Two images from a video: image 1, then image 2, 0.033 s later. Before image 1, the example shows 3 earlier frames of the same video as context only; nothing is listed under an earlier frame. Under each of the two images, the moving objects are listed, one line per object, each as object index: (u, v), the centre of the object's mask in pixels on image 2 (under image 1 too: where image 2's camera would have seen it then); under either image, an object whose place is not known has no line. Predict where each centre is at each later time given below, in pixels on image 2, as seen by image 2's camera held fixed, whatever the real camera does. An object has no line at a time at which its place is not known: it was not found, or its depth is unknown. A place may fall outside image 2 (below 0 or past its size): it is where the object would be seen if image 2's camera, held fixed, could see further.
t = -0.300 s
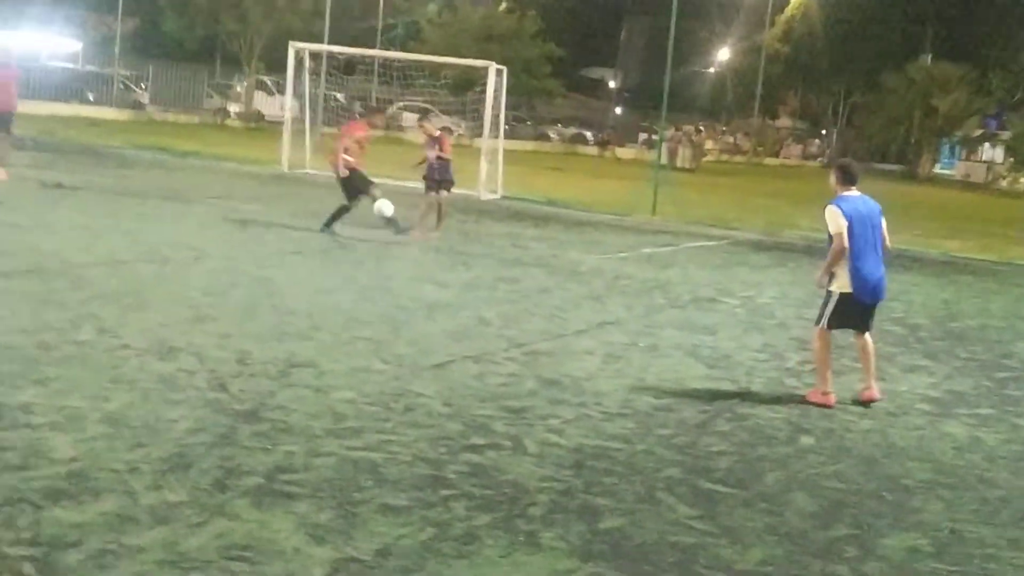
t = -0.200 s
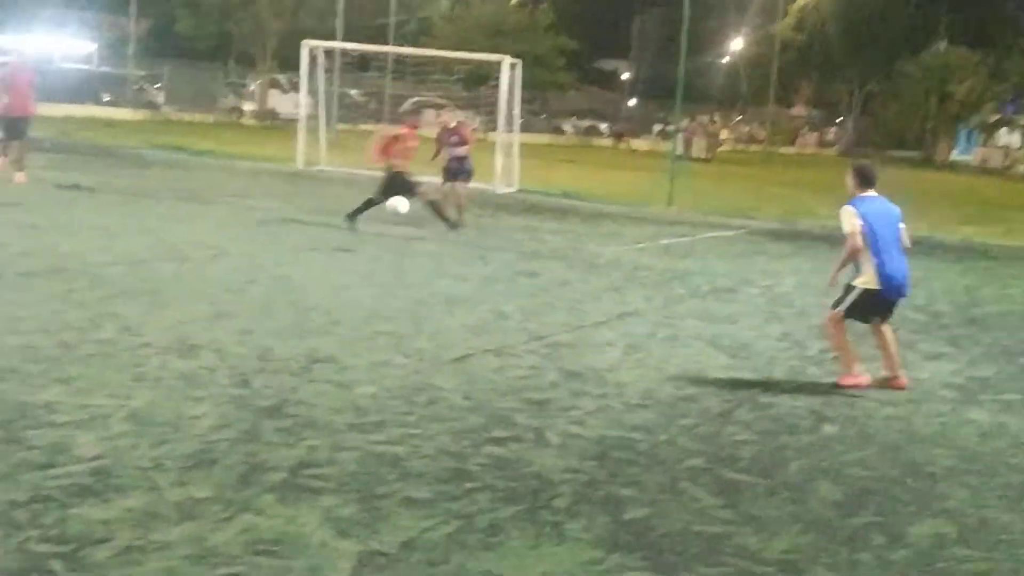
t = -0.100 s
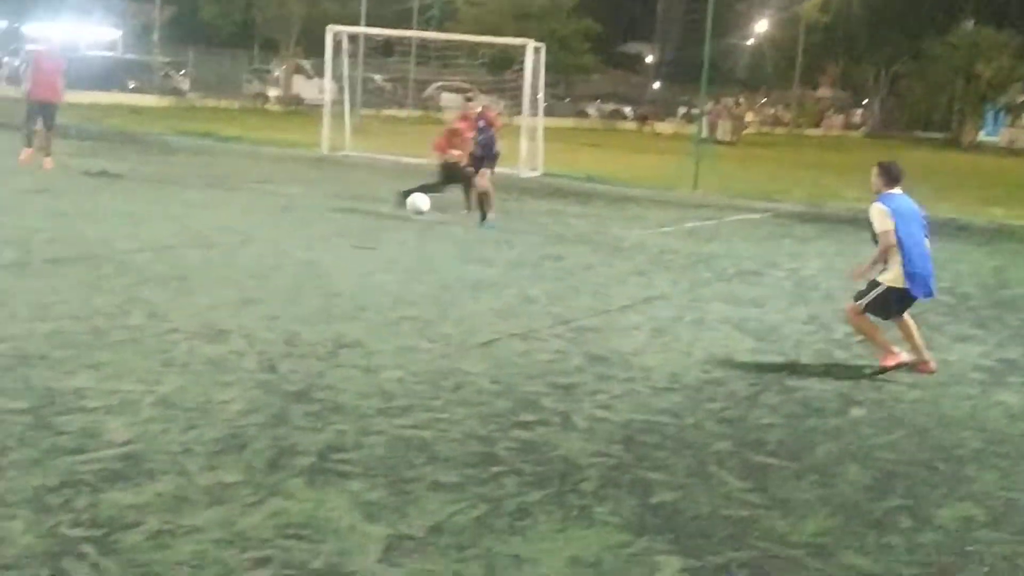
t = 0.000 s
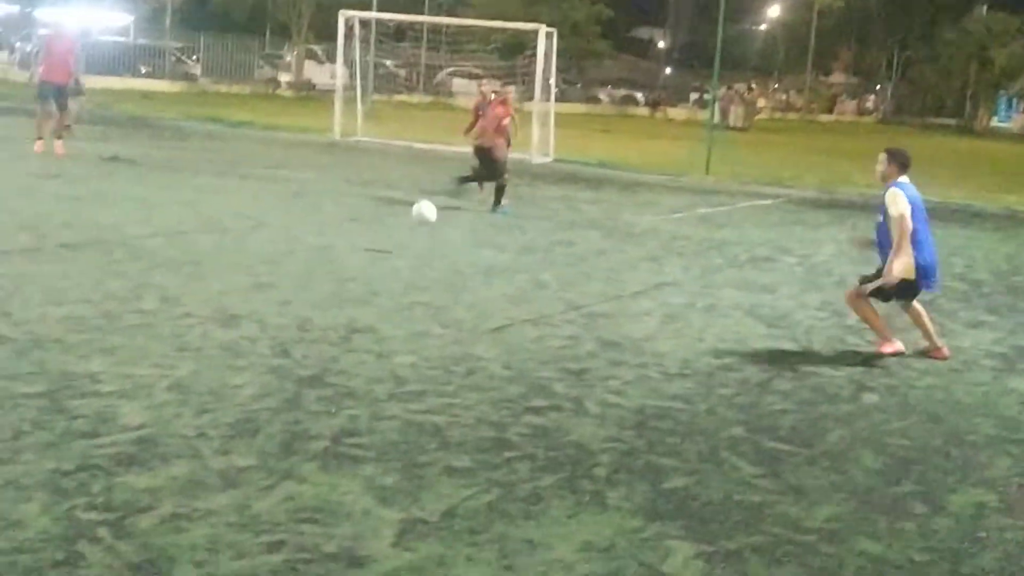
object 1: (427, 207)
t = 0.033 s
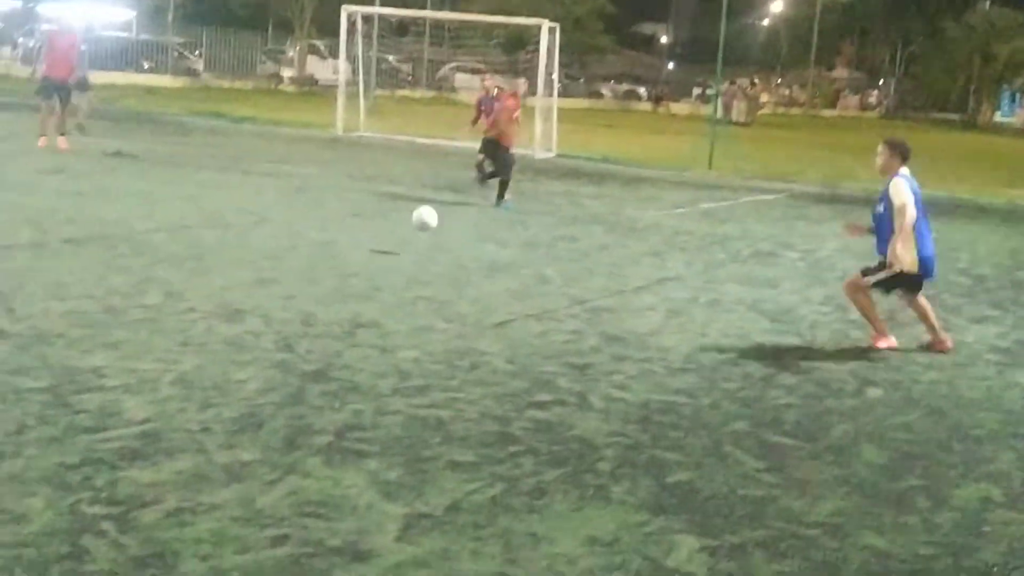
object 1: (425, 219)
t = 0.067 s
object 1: (423, 231)
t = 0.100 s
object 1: (419, 246)
